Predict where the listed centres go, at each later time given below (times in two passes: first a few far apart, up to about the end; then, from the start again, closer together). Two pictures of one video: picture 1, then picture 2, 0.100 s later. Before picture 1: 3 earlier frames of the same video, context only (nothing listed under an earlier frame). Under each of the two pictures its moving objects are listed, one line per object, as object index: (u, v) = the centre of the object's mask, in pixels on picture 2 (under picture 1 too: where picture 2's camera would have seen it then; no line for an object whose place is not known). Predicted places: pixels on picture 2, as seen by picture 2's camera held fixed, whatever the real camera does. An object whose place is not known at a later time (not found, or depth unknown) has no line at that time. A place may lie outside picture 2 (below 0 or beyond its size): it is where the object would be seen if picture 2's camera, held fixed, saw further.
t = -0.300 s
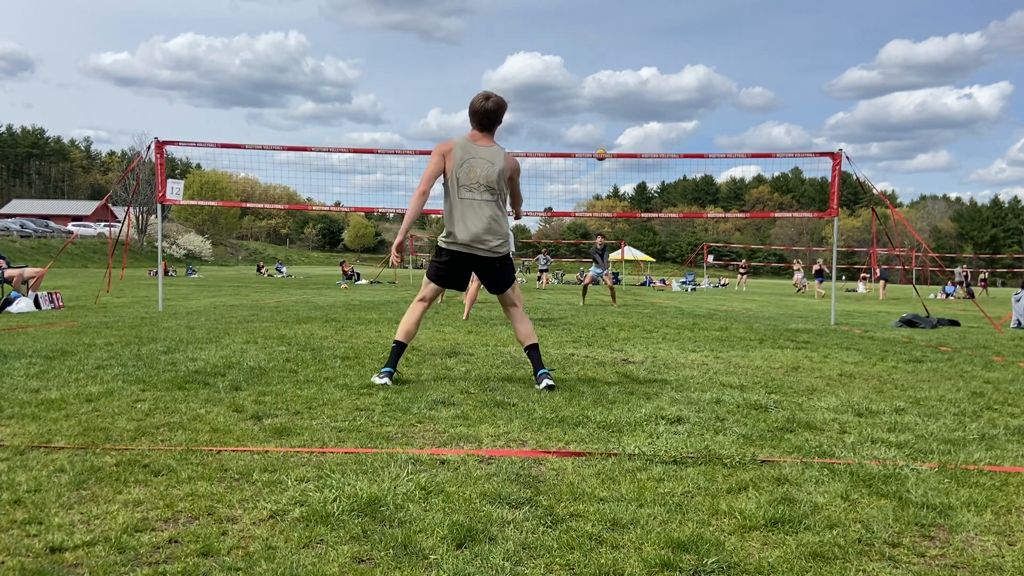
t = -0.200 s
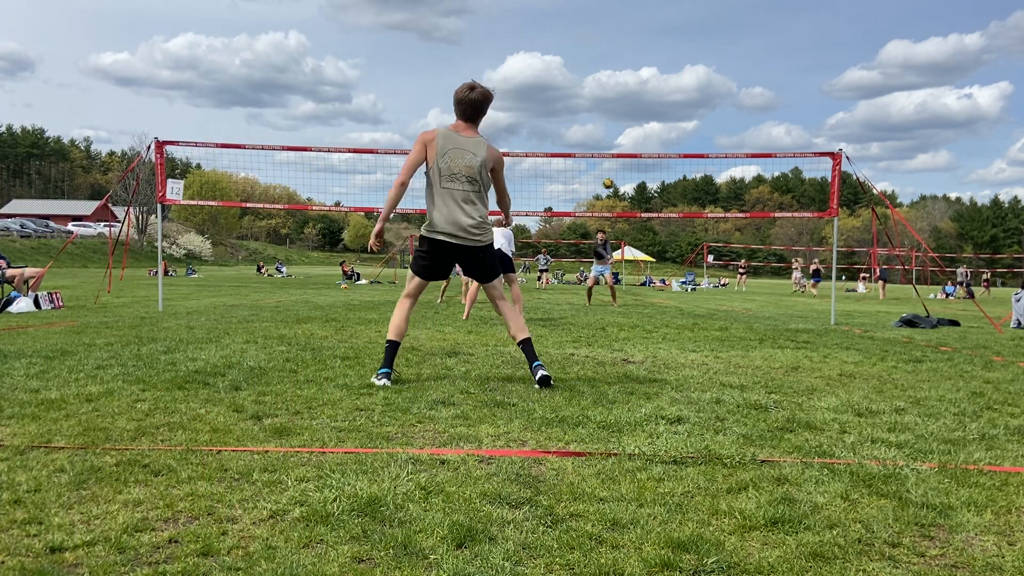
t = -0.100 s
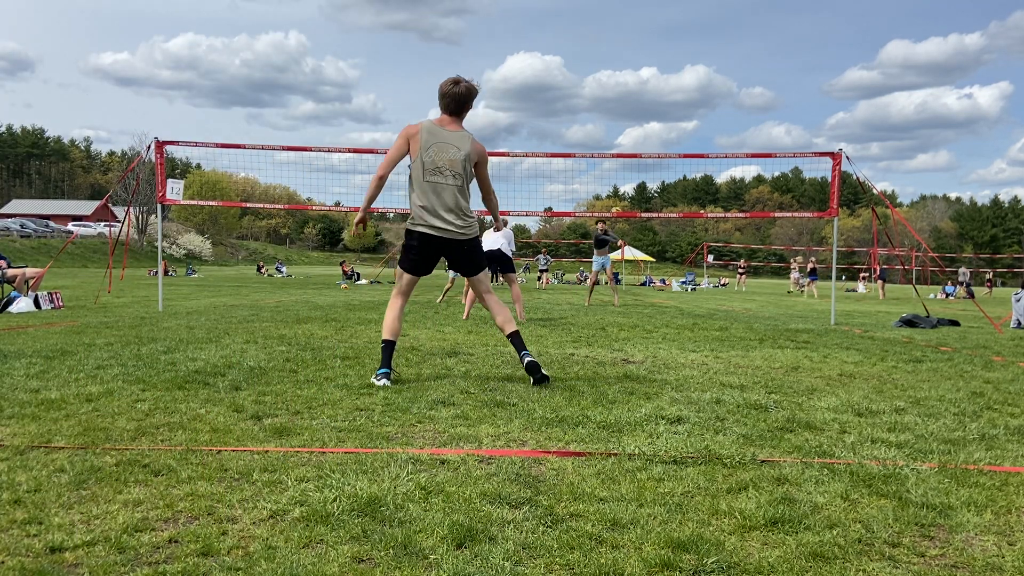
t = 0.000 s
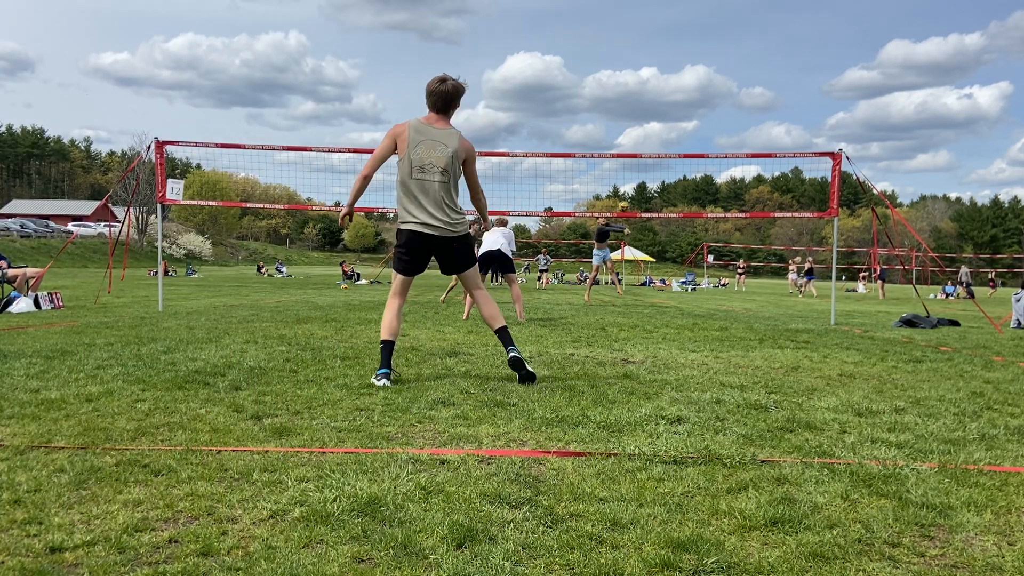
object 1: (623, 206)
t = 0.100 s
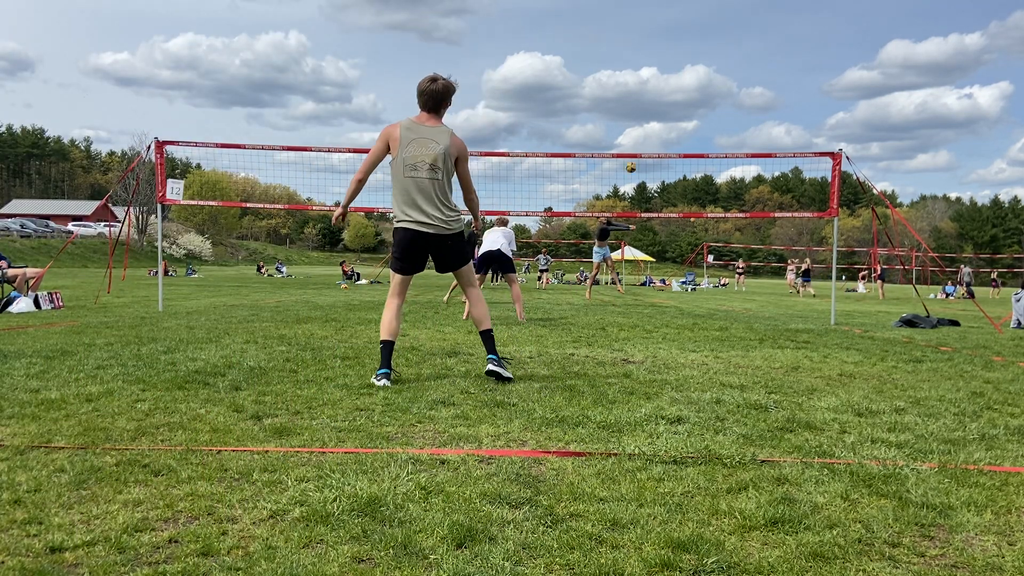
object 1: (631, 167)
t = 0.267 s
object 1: (643, 114)
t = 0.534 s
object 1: (662, 61)
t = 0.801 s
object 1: (680, 44)
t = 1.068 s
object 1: (697, 62)
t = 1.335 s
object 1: (713, 112)
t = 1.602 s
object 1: (728, 192)
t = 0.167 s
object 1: (636, 144)
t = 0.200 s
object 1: (638, 134)
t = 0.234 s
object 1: (641, 124)
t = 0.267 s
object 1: (643, 114)
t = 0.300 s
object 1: (645, 106)
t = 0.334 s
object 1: (648, 97)
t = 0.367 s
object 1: (650, 90)
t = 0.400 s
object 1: (652, 83)
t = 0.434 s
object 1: (655, 76)
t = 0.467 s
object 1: (657, 71)
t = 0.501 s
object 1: (660, 66)
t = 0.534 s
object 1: (662, 61)
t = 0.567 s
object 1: (664, 57)
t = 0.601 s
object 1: (667, 53)
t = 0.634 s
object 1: (669, 51)
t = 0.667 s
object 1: (671, 48)
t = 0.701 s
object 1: (673, 46)
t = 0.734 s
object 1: (675, 45)
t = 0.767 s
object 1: (678, 44)
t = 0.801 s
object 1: (680, 44)
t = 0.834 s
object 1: (682, 45)
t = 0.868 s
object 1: (684, 46)
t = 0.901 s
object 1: (686, 47)
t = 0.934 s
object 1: (689, 49)
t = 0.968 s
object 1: (690, 51)
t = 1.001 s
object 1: (693, 55)
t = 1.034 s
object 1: (695, 58)
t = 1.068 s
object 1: (697, 62)
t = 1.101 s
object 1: (699, 67)
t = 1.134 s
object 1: (701, 72)
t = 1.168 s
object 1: (703, 77)
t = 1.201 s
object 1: (705, 83)
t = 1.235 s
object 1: (707, 90)
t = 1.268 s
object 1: (709, 97)
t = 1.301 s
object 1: (711, 104)
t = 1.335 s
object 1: (713, 112)
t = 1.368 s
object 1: (714, 121)
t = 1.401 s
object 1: (717, 129)
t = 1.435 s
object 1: (719, 139)
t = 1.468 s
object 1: (720, 149)
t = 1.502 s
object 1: (722, 161)
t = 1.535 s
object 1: (724, 170)
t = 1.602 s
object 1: (728, 192)
